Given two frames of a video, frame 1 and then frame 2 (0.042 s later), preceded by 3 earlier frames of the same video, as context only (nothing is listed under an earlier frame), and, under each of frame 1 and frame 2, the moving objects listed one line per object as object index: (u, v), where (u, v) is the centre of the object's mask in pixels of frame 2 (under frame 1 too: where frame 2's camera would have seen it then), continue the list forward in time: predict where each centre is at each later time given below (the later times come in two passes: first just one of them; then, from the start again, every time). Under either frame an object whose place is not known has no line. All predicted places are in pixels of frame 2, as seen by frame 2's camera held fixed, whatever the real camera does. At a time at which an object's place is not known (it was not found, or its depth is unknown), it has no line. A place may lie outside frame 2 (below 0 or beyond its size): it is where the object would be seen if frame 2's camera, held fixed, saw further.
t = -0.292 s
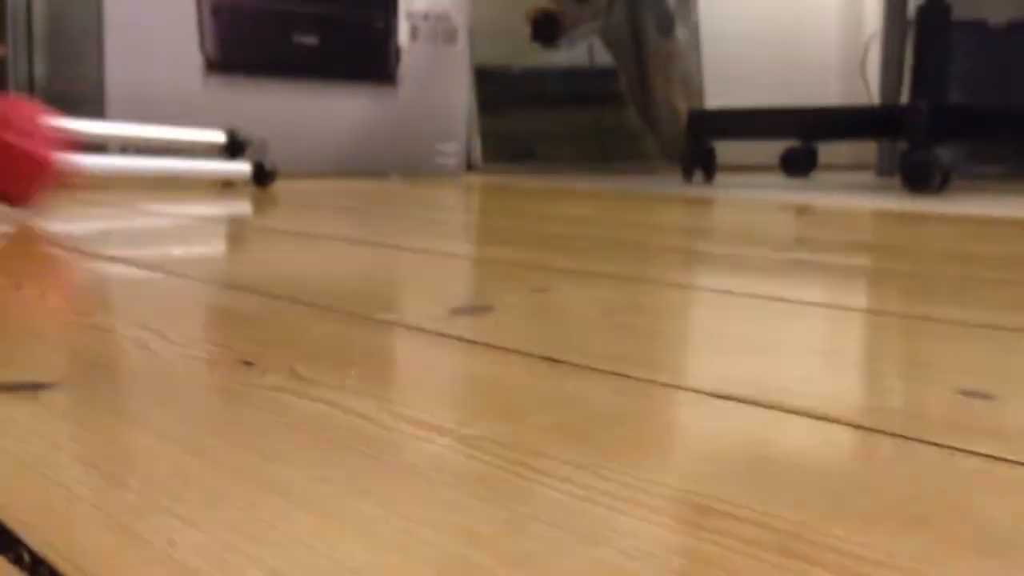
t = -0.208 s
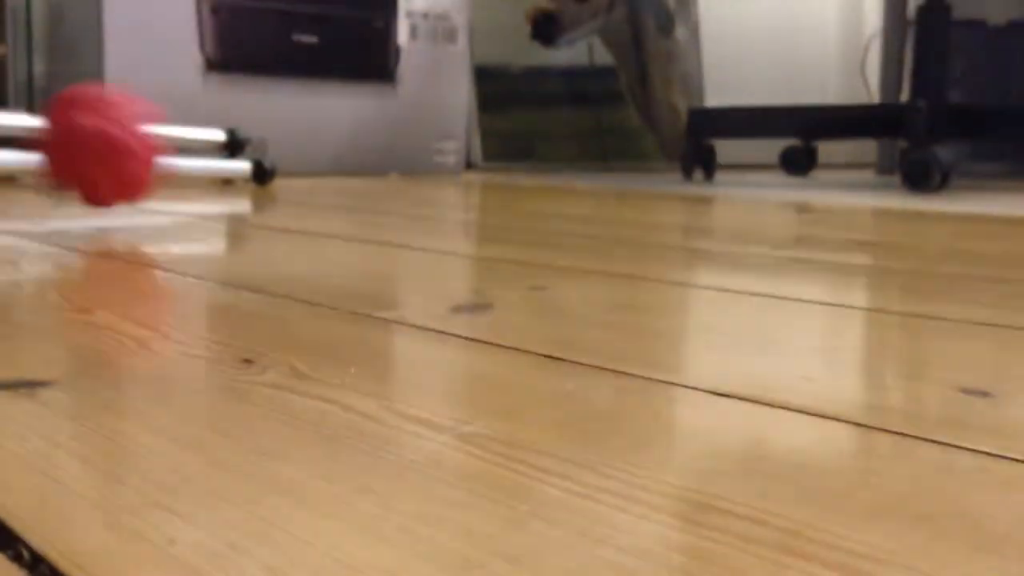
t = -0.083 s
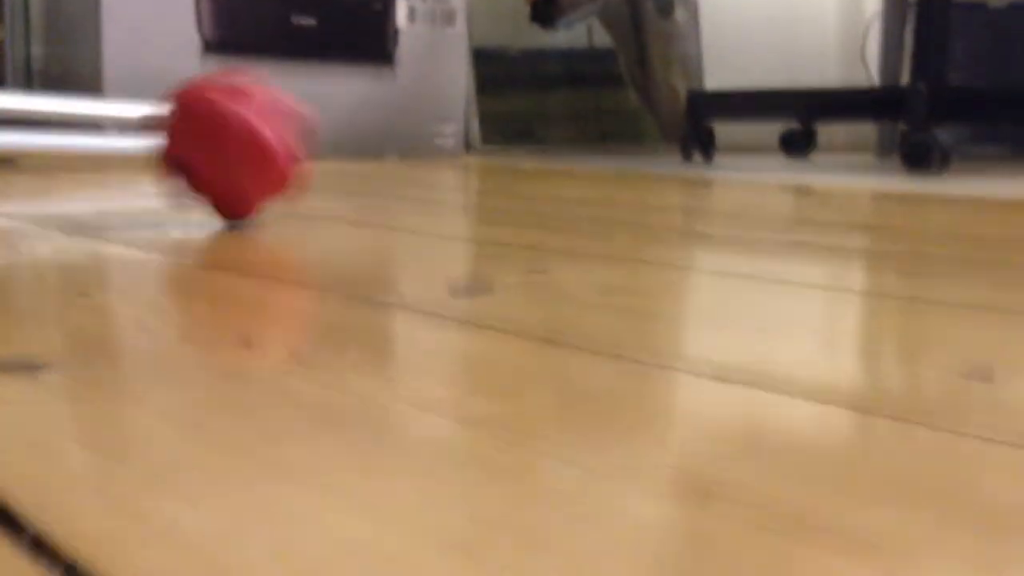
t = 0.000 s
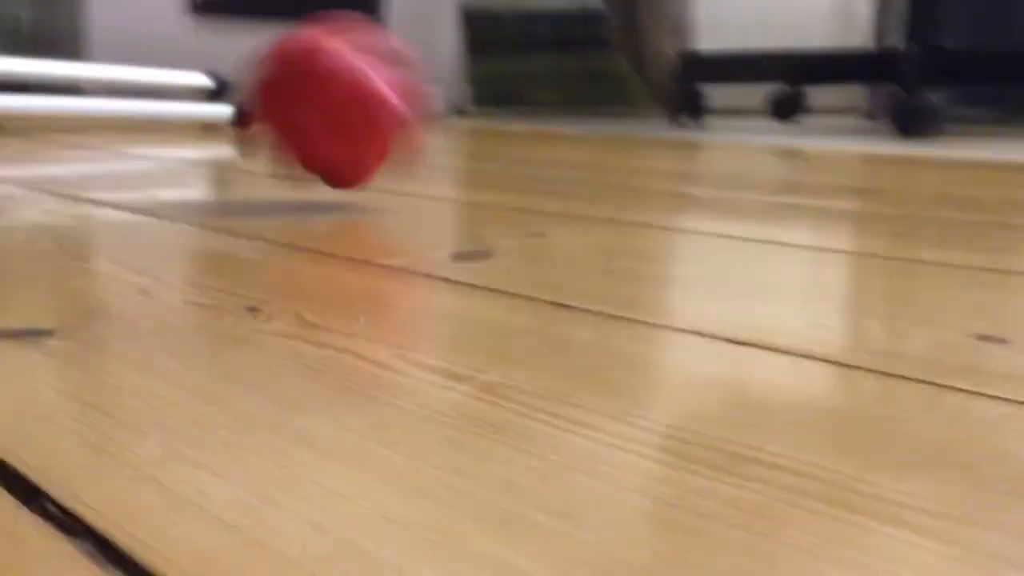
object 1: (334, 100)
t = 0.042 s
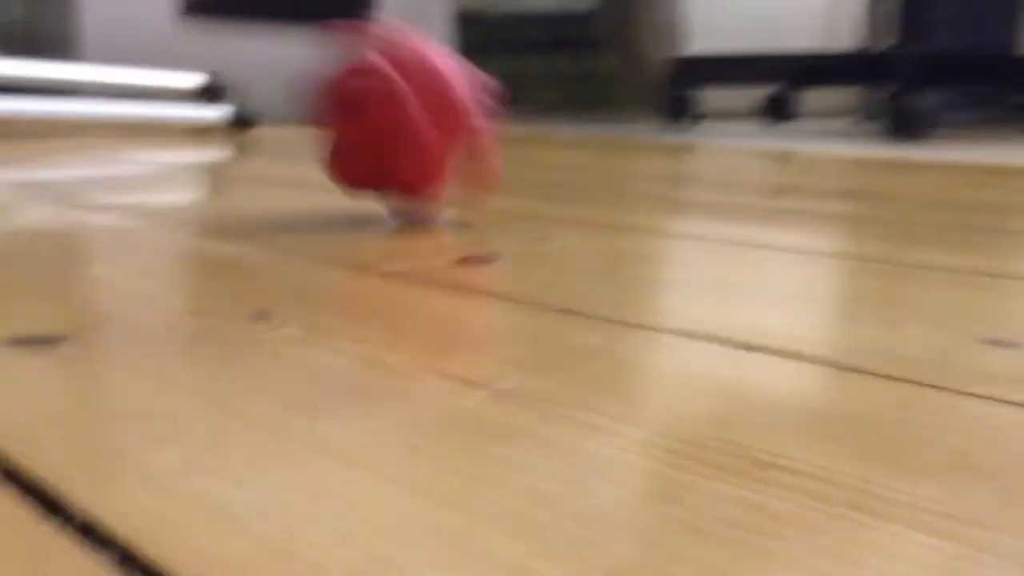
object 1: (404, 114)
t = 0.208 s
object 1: (819, 130)
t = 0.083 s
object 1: (487, 100)
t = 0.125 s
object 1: (574, 100)
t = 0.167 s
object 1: (678, 124)
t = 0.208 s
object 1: (819, 130)
